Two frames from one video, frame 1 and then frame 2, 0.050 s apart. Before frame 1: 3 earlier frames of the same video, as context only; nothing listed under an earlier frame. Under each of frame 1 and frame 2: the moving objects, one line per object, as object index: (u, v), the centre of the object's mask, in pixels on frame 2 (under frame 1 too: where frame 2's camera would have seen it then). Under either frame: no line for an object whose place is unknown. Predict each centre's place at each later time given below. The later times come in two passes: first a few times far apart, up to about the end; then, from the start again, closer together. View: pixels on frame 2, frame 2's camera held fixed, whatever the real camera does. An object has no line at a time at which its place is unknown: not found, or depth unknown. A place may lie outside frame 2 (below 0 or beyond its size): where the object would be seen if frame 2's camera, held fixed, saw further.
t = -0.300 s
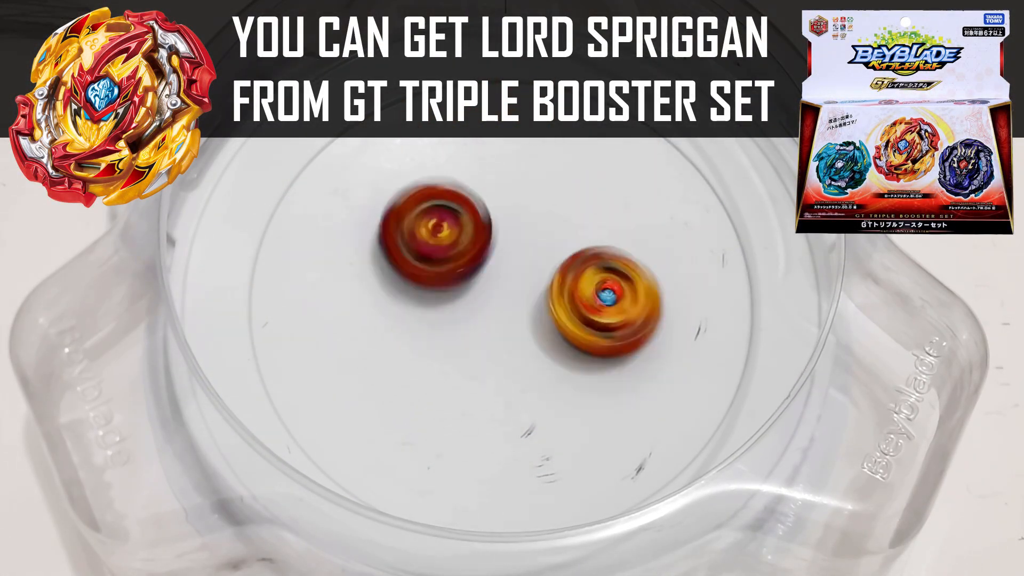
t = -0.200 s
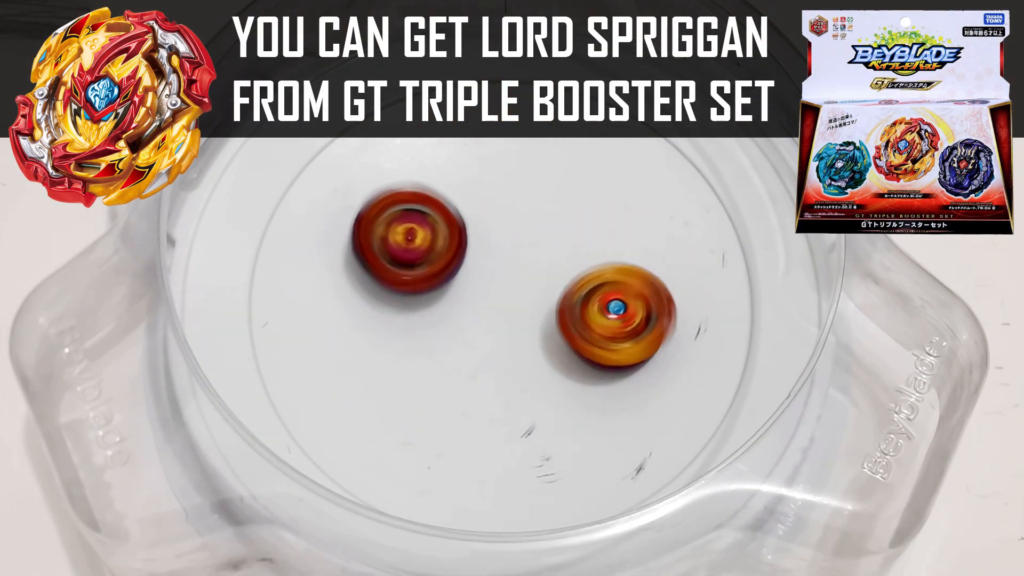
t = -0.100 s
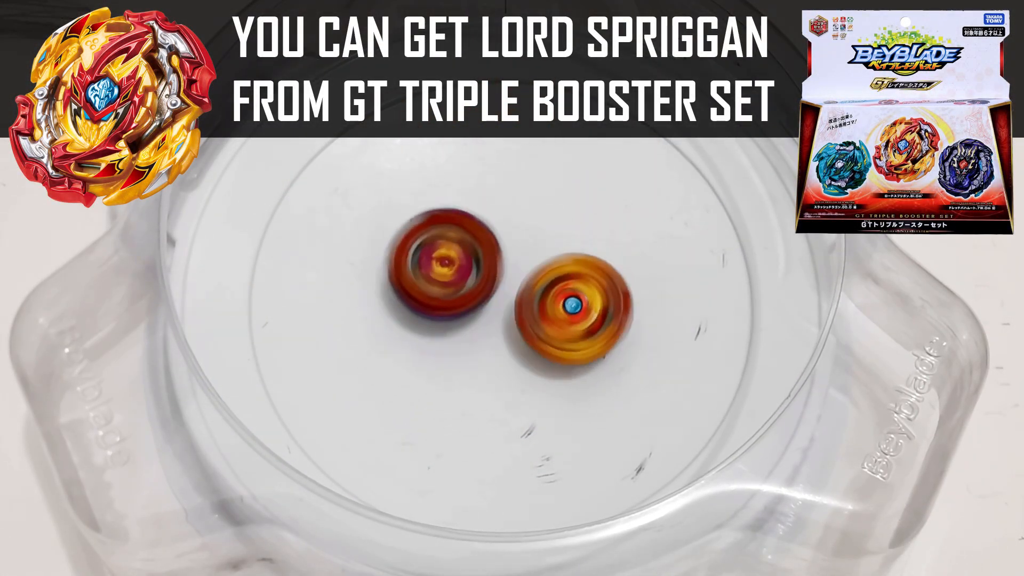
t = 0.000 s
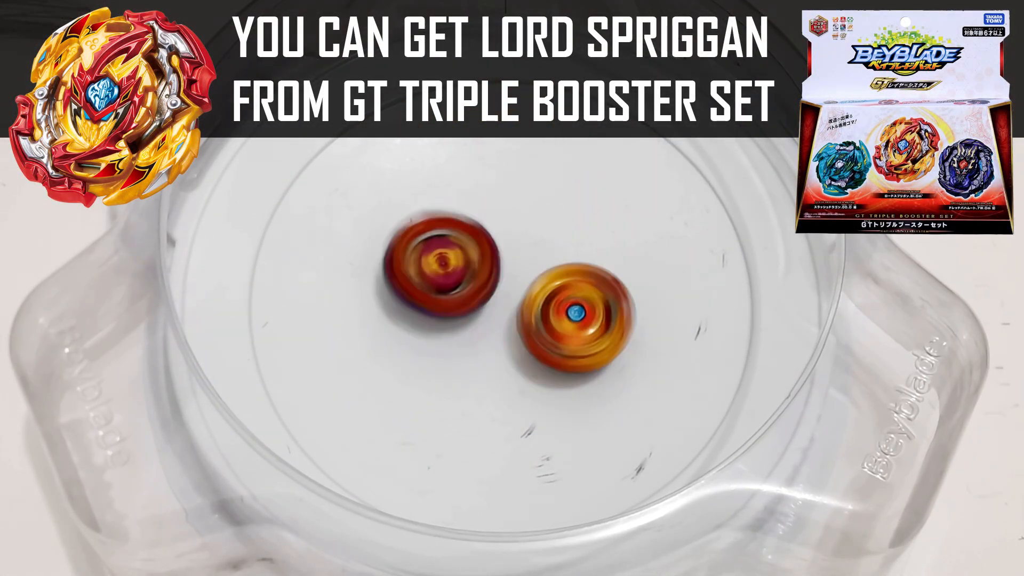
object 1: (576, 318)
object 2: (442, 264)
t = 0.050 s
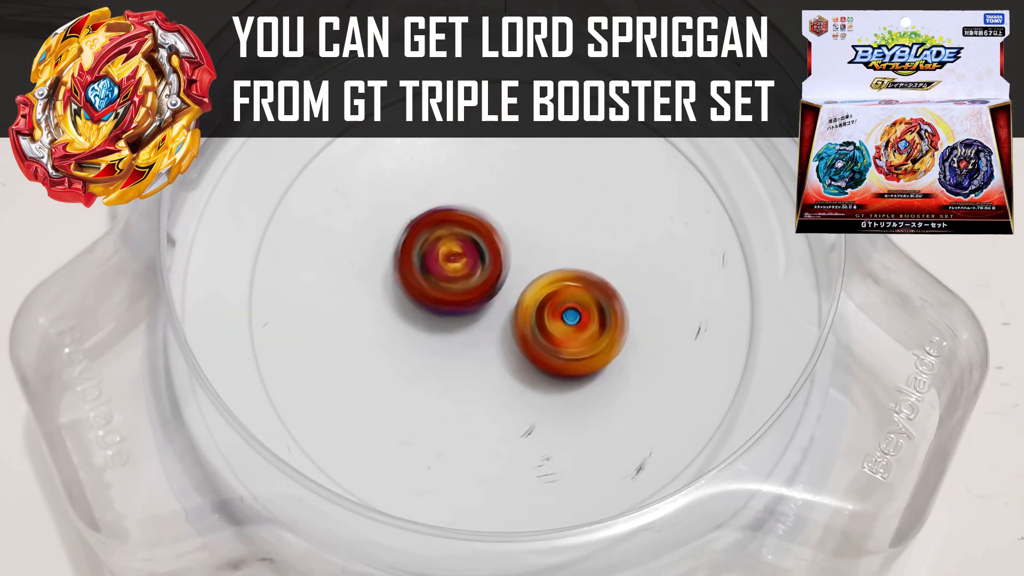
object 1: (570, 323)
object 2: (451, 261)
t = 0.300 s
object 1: (553, 342)
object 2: (480, 242)
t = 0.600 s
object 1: (512, 352)
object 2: (471, 216)
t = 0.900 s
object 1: (484, 340)
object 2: (504, 226)
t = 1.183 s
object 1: (457, 326)
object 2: (520, 233)
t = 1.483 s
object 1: (434, 301)
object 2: (534, 232)
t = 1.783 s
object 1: (426, 282)
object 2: (543, 245)
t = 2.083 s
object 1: (426, 256)
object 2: (546, 251)
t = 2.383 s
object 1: (421, 224)
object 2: (553, 265)
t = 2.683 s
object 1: (445, 227)
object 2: (554, 266)
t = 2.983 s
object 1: (453, 241)
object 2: (560, 264)
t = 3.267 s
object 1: (447, 230)
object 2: (597, 263)
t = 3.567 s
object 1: (467, 232)
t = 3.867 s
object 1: (427, 247)
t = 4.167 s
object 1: (426, 253)
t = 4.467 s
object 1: (435, 257)
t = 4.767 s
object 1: (437, 257)
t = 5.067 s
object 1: (437, 257)
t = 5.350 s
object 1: (436, 257)
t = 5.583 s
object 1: (436, 257)
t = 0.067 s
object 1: (583, 329)
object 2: (446, 254)
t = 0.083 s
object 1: (582, 330)
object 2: (447, 250)
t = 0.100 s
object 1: (580, 332)
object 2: (449, 249)
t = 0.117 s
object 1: (578, 332)
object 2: (451, 247)
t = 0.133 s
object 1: (576, 333)
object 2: (456, 245)
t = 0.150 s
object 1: (573, 333)
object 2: (460, 245)
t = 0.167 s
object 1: (571, 333)
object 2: (465, 245)
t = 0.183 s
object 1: (564, 331)
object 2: (470, 247)
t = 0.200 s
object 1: (563, 334)
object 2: (473, 246)
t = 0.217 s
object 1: (573, 343)
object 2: (469, 237)
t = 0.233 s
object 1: (572, 343)
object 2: (471, 235)
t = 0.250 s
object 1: (566, 344)
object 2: (472, 237)
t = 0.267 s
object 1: (564, 343)
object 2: (476, 238)
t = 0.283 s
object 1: (558, 343)
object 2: (478, 240)
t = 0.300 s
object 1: (553, 342)
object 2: (480, 242)
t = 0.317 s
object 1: (547, 340)
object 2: (484, 245)
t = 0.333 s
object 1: (549, 344)
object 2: (483, 240)
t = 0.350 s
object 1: (555, 352)
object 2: (479, 232)
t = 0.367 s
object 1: (552, 351)
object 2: (477, 232)
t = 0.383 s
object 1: (548, 349)
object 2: (476, 232)
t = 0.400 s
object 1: (545, 350)
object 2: (475, 232)
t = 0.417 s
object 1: (543, 351)
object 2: (477, 234)
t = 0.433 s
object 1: (539, 350)
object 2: (478, 235)
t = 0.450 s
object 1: (533, 348)
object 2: (478, 235)
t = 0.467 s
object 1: (526, 344)
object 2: (478, 237)
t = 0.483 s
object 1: (524, 345)
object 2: (478, 236)
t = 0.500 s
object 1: (523, 346)
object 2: (476, 233)
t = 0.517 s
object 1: (520, 344)
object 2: (477, 235)
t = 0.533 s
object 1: (517, 342)
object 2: (477, 236)
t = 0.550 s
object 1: (520, 355)
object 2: (473, 223)
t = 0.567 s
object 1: (519, 356)
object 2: (471, 220)
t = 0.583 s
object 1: (515, 355)
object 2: (471, 218)
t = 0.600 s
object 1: (512, 352)
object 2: (471, 216)
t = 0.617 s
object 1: (508, 352)
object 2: (474, 215)
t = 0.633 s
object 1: (508, 349)
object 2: (477, 217)
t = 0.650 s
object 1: (506, 345)
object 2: (480, 219)
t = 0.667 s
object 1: (504, 339)
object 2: (481, 222)
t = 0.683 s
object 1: (501, 335)
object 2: (484, 226)
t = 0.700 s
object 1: (503, 337)
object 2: (487, 223)
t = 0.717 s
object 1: (504, 339)
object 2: (487, 221)
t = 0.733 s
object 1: (505, 341)
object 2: (489, 217)
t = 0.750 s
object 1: (502, 339)
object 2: (488, 215)
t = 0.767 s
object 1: (501, 339)
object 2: (491, 216)
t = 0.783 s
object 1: (500, 340)
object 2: (493, 217)
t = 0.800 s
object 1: (497, 340)
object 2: (495, 219)
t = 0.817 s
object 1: (494, 337)
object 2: (497, 223)
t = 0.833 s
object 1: (493, 336)
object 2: (498, 224)
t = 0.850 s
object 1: (492, 344)
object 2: (504, 219)
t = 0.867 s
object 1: (492, 342)
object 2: (502, 221)
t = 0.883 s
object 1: (488, 341)
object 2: (503, 222)
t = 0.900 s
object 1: (484, 340)
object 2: (504, 226)
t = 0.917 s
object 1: (483, 336)
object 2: (503, 228)
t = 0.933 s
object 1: (482, 336)
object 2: (505, 227)
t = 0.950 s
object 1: (481, 343)
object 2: (508, 225)
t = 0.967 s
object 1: (480, 345)
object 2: (509, 225)
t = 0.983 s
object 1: (476, 341)
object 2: (508, 224)
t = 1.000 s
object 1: (474, 340)
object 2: (510, 223)
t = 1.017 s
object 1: (472, 339)
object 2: (511, 226)
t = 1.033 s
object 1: (473, 339)
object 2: (512, 227)
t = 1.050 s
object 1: (470, 336)
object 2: (512, 230)
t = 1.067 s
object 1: (467, 337)
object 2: (515, 227)
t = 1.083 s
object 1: (464, 342)
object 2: (522, 225)
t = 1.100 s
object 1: (466, 340)
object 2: (520, 224)
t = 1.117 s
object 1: (463, 337)
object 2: (523, 223)
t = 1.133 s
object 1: (460, 334)
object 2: (523, 226)
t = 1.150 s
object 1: (459, 333)
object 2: (523, 226)
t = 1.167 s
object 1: (458, 328)
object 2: (522, 229)
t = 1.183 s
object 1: (457, 326)
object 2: (520, 233)
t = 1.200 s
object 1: (450, 333)
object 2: (528, 230)
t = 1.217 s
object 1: (445, 336)
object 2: (532, 227)
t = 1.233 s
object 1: (447, 333)
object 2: (530, 227)
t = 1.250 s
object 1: (446, 331)
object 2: (531, 227)
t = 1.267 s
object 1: (443, 328)
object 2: (531, 229)
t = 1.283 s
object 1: (442, 324)
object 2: (530, 228)
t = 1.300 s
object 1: (442, 323)
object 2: (529, 231)
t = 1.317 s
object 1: (443, 321)
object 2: (526, 234)
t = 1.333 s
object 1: (441, 319)
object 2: (525, 233)
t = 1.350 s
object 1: (442, 317)
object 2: (525, 235)
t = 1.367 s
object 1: (433, 325)
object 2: (534, 230)
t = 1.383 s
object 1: (433, 326)
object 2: (534, 228)
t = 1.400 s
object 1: (433, 319)
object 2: (536, 225)
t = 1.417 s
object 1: (430, 314)
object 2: (538, 227)
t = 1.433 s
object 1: (429, 312)
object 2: (536, 227)
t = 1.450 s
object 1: (431, 311)
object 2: (537, 228)
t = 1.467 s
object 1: (431, 307)
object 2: (537, 231)
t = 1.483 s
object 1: (434, 301)
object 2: (534, 232)
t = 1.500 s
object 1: (433, 297)
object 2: (536, 233)
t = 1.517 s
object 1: (428, 300)
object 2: (541, 235)
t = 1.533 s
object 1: (429, 297)
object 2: (536, 234)
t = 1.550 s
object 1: (430, 295)
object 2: (535, 233)
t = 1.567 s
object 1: (431, 295)
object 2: (534, 236)
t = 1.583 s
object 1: (421, 301)
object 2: (540, 234)
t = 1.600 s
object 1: (415, 304)
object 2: (545, 235)
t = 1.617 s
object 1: (416, 305)
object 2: (544, 232)
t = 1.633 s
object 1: (418, 299)
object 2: (546, 232)
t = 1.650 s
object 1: (421, 292)
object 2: (547, 235)
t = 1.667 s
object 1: (422, 289)
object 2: (544, 236)
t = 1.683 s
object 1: (422, 288)
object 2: (541, 237)
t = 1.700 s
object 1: (429, 287)
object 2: (540, 240)
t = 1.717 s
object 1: (425, 287)
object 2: (544, 240)
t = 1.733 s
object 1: (420, 289)
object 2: (546, 245)
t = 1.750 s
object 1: (425, 287)
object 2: (541, 245)
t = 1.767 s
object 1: (427, 285)
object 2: (541, 243)
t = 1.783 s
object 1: (426, 282)
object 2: (543, 245)
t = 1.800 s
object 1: (423, 281)
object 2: (543, 247)
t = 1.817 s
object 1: (412, 286)
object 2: (551, 246)
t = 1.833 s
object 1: (410, 286)
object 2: (550, 247)
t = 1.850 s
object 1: (416, 283)
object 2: (549, 246)
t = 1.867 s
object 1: (419, 278)
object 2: (551, 246)
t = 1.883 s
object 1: (421, 271)
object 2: (549, 249)
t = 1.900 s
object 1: (424, 271)
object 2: (546, 251)
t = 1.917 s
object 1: (420, 271)
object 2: (547, 250)
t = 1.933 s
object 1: (422, 272)
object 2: (549, 255)
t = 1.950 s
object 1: (425, 271)
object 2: (543, 254)
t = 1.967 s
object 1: (412, 271)
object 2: (554, 252)
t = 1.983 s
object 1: (414, 272)
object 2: (555, 253)
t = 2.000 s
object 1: (417, 269)
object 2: (552, 252)
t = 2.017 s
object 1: (420, 264)
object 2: (555, 250)
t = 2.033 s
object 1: (419, 262)
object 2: (554, 251)
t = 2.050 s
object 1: (420, 260)
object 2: (551, 253)
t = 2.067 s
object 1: (424, 259)
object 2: (548, 250)
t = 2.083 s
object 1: (426, 256)
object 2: (546, 251)
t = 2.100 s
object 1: (423, 254)
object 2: (549, 250)
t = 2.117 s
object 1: (421, 255)
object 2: (548, 255)
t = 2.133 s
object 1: (424, 257)
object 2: (542, 252)
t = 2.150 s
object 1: (411, 258)
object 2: (554, 253)
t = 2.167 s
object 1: (403, 258)
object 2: (555, 260)
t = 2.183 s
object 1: (410, 258)
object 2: (550, 257)
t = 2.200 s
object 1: (417, 255)
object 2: (552, 254)
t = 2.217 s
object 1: (427, 250)
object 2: (552, 256)
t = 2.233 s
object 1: (430, 244)
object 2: (548, 259)
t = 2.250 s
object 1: (425, 242)
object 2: (552, 260)
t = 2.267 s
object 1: (418, 239)
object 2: (552, 266)
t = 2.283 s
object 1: (417, 240)
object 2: (542, 266)
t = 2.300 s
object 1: (416, 239)
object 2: (539, 260)
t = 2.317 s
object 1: (420, 239)
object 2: (542, 257)
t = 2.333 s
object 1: (423, 237)
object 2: (545, 260)
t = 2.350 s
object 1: (428, 234)
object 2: (539, 259)
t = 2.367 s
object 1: (426, 228)
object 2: (545, 259)
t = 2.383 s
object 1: (421, 224)
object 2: (553, 265)
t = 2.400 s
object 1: (421, 222)
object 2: (556, 266)
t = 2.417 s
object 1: (420, 223)
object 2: (555, 265)
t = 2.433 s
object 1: (421, 225)
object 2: (555, 265)
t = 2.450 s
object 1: (423, 228)
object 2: (554, 264)
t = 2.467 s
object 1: (425, 229)
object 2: (554, 264)
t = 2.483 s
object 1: (428, 230)
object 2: (553, 263)
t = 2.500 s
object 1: (430, 232)
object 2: (553, 262)
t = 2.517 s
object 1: (434, 234)
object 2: (552, 262)
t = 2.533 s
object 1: (438, 235)
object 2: (552, 261)
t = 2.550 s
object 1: (443, 235)
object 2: (553, 260)
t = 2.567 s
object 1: (445, 234)
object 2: (556, 261)
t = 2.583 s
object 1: (445, 231)
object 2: (559, 261)
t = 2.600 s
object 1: (445, 229)
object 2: (561, 262)
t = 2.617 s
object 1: (446, 228)
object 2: (562, 263)
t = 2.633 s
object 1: (446, 226)
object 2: (560, 265)
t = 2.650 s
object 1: (445, 226)
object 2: (558, 265)
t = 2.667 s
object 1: (445, 226)
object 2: (556, 266)
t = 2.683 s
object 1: (445, 227)
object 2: (554, 266)
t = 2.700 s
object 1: (446, 226)
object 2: (551, 265)
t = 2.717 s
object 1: (443, 223)
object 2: (553, 266)
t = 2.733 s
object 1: (438, 221)
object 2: (555, 265)
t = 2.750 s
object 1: (434, 220)
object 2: (557, 265)
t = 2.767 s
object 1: (430, 219)
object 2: (558, 265)
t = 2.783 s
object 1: (427, 220)
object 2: (559, 265)
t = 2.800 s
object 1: (424, 222)
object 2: (560, 264)
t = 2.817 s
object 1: (424, 225)
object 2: (561, 266)
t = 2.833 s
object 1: (422, 227)
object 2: (560, 266)
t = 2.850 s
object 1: (422, 229)
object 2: (560, 266)
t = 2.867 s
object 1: (422, 232)
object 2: (559, 266)
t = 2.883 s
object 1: (424, 236)
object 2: (558, 266)
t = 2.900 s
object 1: (427, 240)
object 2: (558, 265)
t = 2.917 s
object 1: (433, 242)
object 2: (558, 264)
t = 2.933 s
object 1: (438, 243)
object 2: (559, 264)
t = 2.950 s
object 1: (444, 243)
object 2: (560, 264)
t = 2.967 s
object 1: (449, 242)
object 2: (560, 263)
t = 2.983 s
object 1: (453, 241)
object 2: (560, 264)
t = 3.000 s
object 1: (455, 238)
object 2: (560, 265)
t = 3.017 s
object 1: (457, 237)
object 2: (560, 266)
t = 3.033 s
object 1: (455, 236)
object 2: (562, 268)
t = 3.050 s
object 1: (454, 236)
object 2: (567, 270)
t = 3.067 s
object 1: (452, 234)
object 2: (572, 271)
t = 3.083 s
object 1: (450, 232)
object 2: (576, 271)
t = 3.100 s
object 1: (449, 230)
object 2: (582, 271)
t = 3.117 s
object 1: (447, 230)
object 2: (585, 270)
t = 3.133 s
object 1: (447, 230)
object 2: (588, 268)
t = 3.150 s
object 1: (446, 230)
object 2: (591, 267)
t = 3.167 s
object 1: (444, 230)
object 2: (593, 266)
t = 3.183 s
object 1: (443, 230)
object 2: (595, 265)
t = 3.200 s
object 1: (444, 231)
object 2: (596, 263)
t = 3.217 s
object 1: (445, 230)
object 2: (597, 263)
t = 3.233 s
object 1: (446, 230)
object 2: (598, 263)
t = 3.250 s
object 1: (446, 228)
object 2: (598, 263)
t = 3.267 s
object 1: (447, 230)
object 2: (597, 263)
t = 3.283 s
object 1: (449, 230)
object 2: (596, 262)
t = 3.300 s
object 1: (451, 230)
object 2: (593, 262)
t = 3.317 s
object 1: (452, 230)
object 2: (591, 262)
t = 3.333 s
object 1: (453, 230)
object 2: (589, 260)
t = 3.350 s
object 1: (456, 231)
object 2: (587, 260)
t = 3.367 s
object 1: (459, 230)
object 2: (584, 258)
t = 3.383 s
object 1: (462, 230)
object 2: (581, 256)
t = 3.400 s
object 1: (465, 229)
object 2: (580, 254)
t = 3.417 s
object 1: (468, 230)
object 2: (579, 252)
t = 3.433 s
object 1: (471, 231)
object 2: (578, 251)
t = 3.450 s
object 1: (474, 230)
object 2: (577, 250)
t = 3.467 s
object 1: (476, 230)
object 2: (577, 249)
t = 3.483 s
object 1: (474, 231)
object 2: (578, 250)
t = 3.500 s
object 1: (475, 231)
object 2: (581, 250)
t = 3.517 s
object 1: (473, 231)
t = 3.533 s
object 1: (471, 230)
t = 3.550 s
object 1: (469, 231)
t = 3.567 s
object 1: (467, 232)
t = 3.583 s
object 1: (465, 234)
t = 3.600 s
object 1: (464, 236)
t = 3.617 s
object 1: (461, 238)
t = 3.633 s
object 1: (458, 240)
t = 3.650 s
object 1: (456, 244)
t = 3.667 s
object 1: (455, 246)
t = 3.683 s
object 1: (453, 247)
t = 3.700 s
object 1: (451, 247)
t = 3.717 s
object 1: (448, 246)
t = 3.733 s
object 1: (446, 245)
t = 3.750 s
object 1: (444, 243)
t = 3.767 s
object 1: (442, 242)
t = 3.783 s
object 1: (439, 243)
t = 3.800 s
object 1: (436, 245)
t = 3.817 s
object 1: (433, 246)
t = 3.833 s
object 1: (430, 246)
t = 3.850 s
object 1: (428, 247)
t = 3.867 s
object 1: (427, 247)
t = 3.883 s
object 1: (426, 248)
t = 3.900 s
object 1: (427, 248)
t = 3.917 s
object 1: (427, 249)
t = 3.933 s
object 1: (427, 248)
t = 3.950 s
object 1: (428, 248)
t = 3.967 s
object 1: (427, 248)
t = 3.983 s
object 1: (425, 248)
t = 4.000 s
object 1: (423, 249)
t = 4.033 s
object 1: (421, 248)
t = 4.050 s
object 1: (421, 248)
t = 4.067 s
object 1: (421, 248)
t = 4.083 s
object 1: (421, 247)
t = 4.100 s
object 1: (422, 248)
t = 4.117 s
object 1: (423, 248)
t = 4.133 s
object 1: (423, 249)
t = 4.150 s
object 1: (424, 251)
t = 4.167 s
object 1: (426, 253)
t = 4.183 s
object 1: (426, 254)
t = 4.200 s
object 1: (426, 255)
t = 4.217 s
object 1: (427, 255)
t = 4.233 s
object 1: (428, 255)
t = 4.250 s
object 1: (429, 255)
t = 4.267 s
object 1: (431, 256)
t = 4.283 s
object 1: (433, 256)
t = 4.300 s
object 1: (433, 256)
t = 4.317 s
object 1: (434, 257)
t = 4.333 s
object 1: (435, 257)
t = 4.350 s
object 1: (435, 258)
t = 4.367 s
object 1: (435, 258)
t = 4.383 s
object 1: (435, 258)
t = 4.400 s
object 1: (435, 258)
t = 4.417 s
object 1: (435, 258)
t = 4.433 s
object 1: (435, 258)
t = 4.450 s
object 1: (435, 257)
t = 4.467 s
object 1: (435, 257)
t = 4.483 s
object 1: (435, 257)
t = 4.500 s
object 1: (436, 258)
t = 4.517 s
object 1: (436, 258)
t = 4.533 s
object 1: (436, 257)
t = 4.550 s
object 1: (437, 257)
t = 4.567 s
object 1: (437, 257)
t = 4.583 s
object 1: (437, 257)
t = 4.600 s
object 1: (437, 257)
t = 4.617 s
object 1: (437, 257)
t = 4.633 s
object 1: (437, 257)
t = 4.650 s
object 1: (437, 257)
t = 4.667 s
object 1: (437, 257)
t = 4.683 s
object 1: (437, 257)
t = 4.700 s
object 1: (437, 257)
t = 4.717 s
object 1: (437, 257)
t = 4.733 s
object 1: (437, 257)
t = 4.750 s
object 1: (437, 257)
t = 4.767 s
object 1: (437, 257)
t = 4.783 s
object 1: (437, 257)
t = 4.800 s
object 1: (437, 257)
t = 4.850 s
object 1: (436, 257)
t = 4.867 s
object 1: (436, 257)
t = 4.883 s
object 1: (437, 257)
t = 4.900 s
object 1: (437, 258)
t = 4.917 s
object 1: (437, 257)
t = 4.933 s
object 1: (437, 258)
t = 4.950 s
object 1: (437, 257)
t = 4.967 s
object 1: (437, 257)
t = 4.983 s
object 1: (437, 257)
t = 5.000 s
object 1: (437, 257)
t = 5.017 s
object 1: (437, 257)
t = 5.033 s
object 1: (437, 257)
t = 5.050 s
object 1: (437, 257)
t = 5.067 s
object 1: (437, 257)
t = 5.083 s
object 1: (437, 257)
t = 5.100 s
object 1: (437, 258)
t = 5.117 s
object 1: (437, 257)
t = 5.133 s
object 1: (437, 258)
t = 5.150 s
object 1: (437, 257)
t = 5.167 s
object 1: (437, 257)
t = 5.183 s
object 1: (437, 257)
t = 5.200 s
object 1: (437, 257)
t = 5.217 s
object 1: (437, 257)
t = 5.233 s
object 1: (437, 257)
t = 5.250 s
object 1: (437, 257)
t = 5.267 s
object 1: (437, 257)
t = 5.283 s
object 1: (437, 258)
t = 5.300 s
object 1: (437, 258)
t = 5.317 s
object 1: (437, 257)
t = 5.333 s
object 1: (436, 257)
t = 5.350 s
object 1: (436, 257)
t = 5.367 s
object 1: (436, 257)
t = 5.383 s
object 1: (436, 257)
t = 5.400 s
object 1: (436, 257)
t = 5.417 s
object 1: (436, 257)
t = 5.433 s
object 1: (436, 257)
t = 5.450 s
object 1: (436, 257)
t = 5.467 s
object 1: (436, 257)
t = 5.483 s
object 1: (436, 257)
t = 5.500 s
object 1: (436, 257)
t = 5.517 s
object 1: (436, 257)
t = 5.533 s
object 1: (436, 257)
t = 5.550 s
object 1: (436, 257)
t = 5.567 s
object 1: (436, 257)
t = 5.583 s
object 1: (436, 257)
